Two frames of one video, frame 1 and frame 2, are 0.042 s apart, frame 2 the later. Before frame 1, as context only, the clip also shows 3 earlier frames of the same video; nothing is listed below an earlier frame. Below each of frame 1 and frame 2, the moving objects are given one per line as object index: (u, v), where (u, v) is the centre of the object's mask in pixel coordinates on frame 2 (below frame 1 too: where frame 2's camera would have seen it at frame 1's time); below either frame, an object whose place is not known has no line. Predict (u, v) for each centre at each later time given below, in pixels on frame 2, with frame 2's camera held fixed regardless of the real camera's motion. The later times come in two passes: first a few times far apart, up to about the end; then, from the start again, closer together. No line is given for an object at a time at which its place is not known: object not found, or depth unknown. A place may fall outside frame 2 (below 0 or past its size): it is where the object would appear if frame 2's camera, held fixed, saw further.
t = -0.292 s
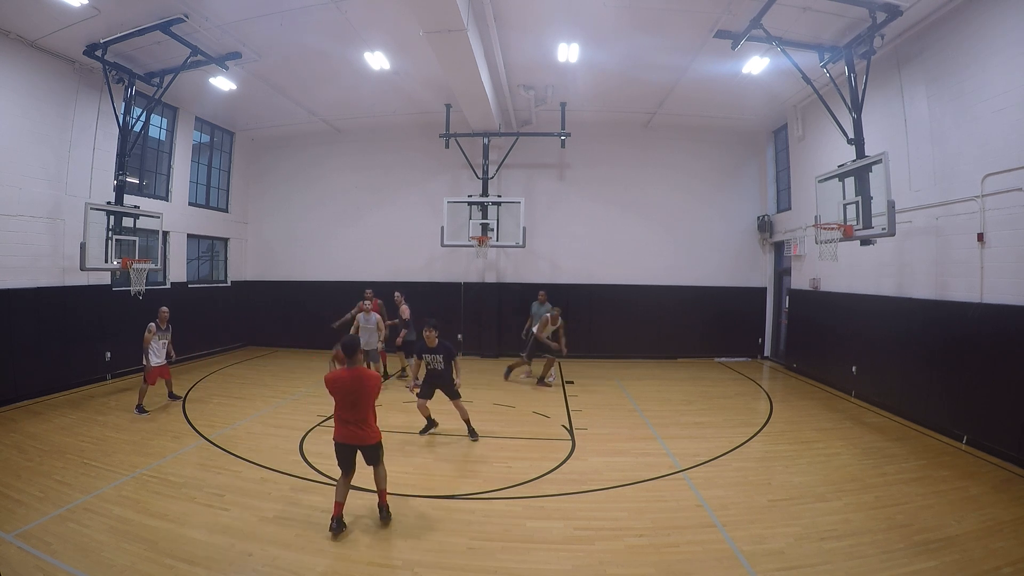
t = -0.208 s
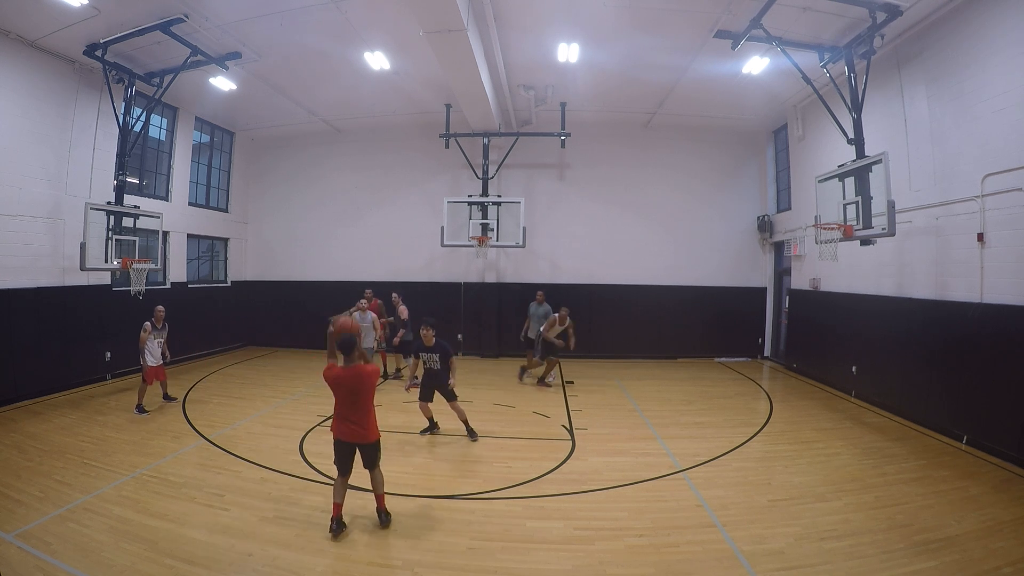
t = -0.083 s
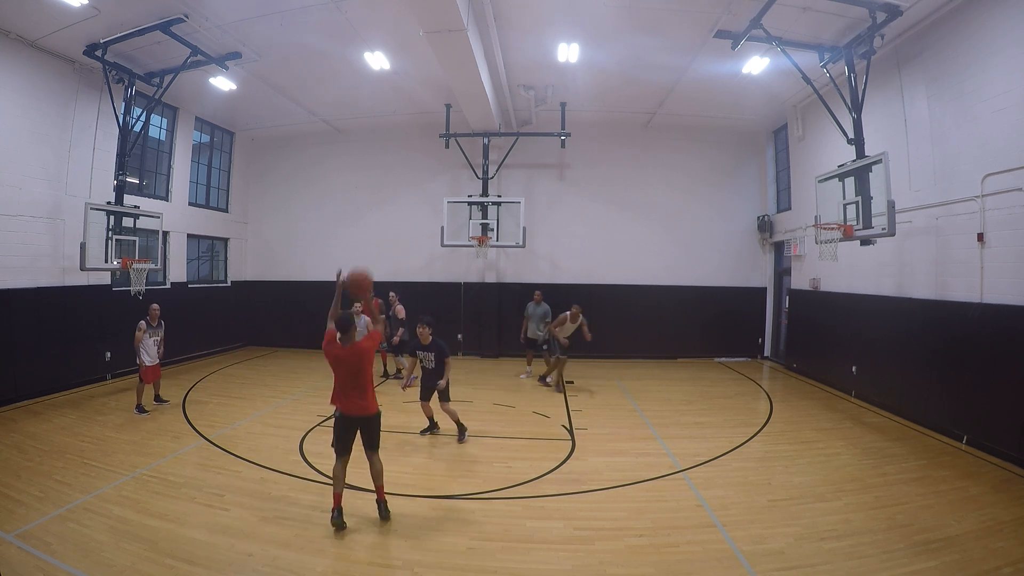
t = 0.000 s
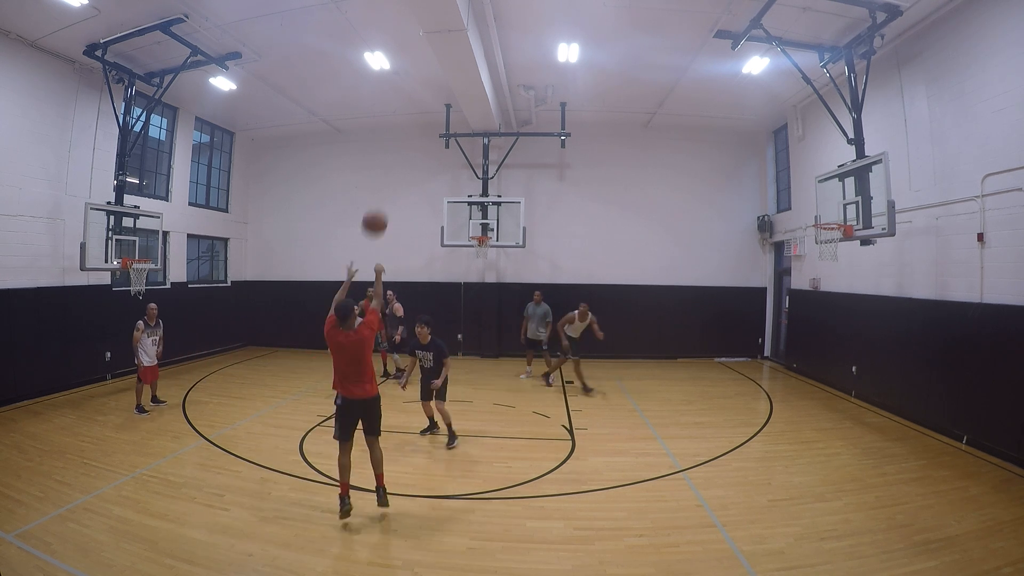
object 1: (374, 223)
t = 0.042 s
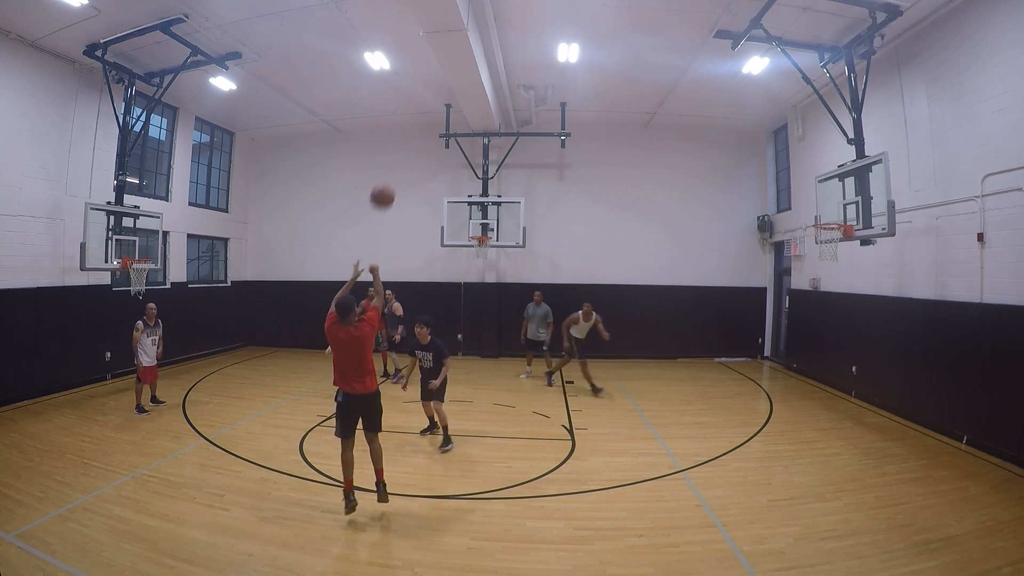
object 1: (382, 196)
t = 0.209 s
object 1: (408, 126)
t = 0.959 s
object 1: (464, 136)
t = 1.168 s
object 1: (471, 188)
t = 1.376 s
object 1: (477, 252)
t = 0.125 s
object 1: (396, 155)
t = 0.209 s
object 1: (408, 126)
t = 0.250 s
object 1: (414, 115)
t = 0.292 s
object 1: (418, 106)
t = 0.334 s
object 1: (423, 99)
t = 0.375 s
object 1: (427, 94)
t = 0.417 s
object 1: (431, 90)
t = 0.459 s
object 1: (435, 87)
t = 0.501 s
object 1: (438, 86)
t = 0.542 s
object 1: (442, 86)
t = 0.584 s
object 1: (445, 87)
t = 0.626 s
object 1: (447, 88)
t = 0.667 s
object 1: (450, 92)
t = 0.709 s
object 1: (452, 96)
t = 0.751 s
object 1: (455, 101)
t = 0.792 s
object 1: (456, 106)
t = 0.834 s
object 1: (458, 113)
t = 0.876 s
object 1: (461, 120)
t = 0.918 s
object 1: (462, 127)
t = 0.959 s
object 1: (464, 136)
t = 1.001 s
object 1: (465, 146)
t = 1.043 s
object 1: (467, 155)
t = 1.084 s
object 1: (468, 165)
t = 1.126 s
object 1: (470, 176)
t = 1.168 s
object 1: (471, 188)
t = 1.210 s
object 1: (472, 200)
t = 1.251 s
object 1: (473, 211)
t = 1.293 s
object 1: (474, 225)
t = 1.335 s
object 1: (475, 238)
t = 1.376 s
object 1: (477, 252)
